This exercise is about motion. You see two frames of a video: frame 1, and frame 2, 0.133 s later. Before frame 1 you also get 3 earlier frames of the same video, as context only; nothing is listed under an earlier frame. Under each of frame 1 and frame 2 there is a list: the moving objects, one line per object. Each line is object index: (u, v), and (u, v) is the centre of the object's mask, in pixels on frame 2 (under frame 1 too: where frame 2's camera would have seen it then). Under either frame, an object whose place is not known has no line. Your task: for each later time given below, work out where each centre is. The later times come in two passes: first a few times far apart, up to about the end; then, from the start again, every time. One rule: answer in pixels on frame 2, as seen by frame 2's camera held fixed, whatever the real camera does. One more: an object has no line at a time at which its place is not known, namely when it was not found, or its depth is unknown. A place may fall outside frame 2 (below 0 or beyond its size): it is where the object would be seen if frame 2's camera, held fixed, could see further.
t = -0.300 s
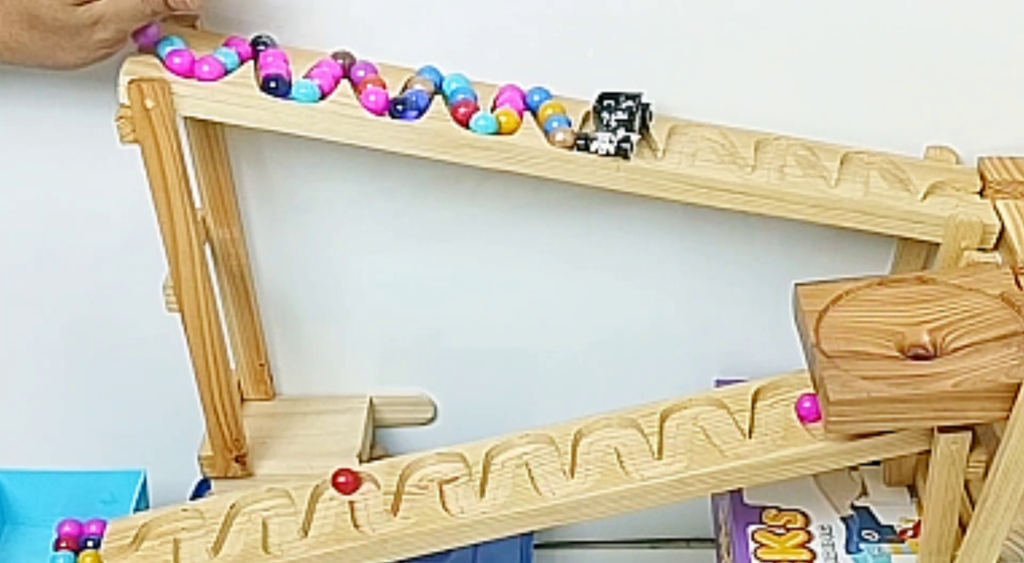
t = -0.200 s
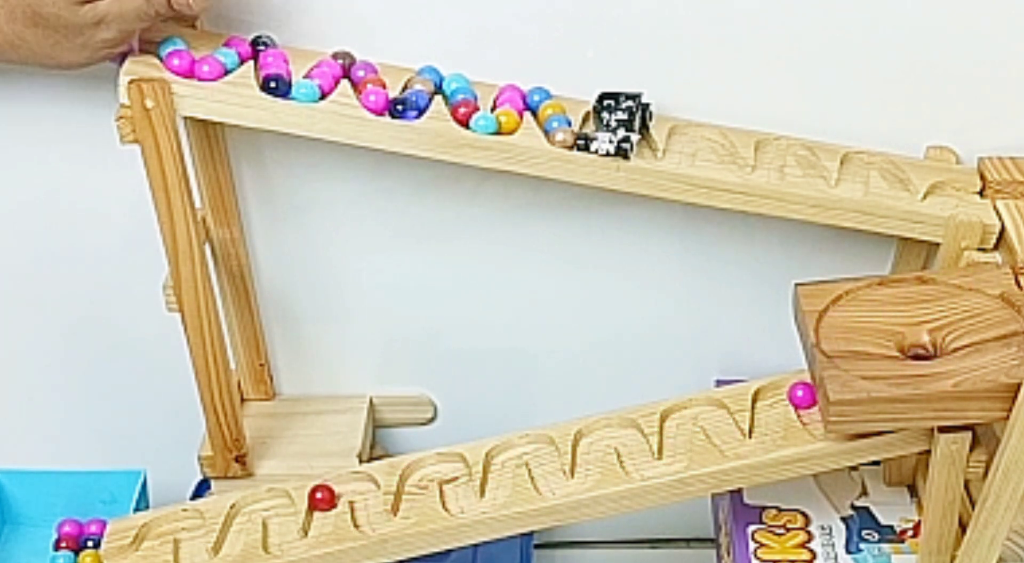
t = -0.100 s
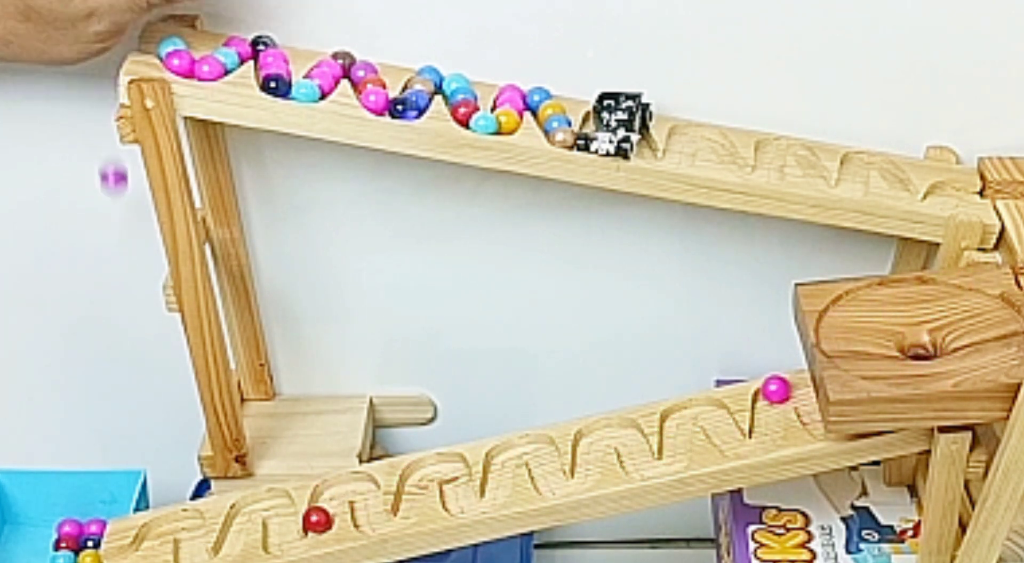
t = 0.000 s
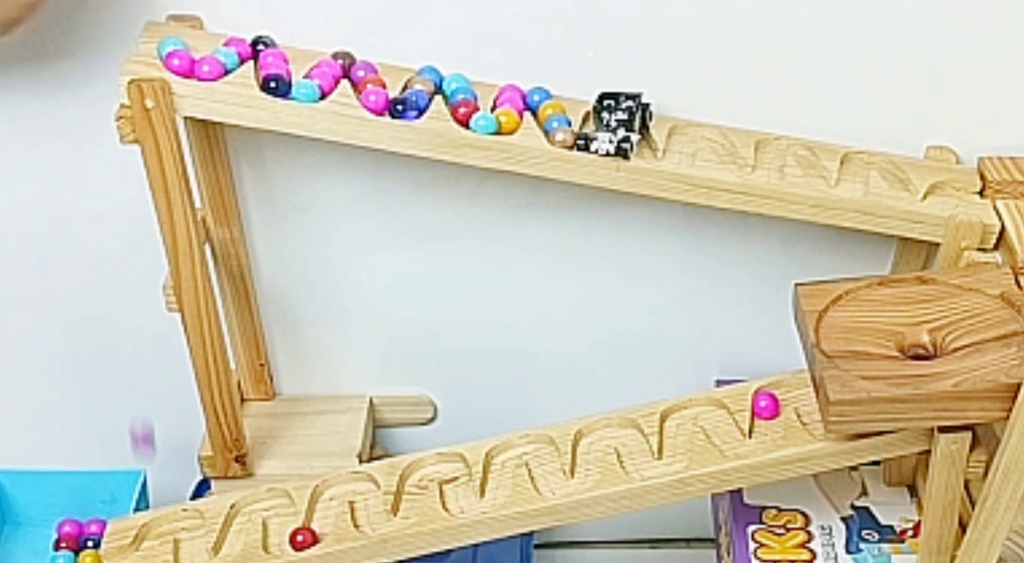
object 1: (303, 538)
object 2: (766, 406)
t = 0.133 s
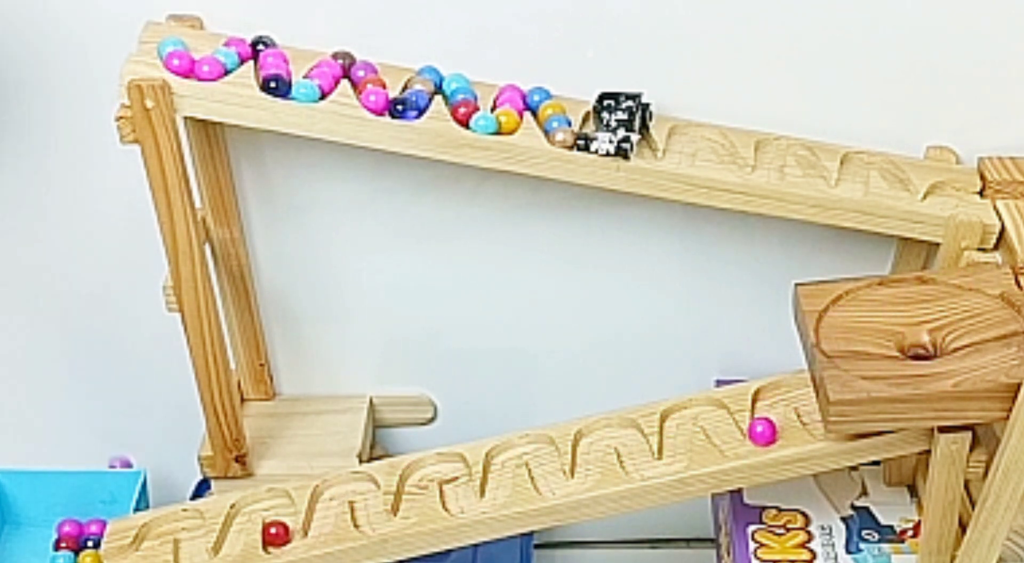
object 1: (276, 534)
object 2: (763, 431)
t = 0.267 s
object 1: (274, 506)
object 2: (733, 444)
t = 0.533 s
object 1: (232, 531)
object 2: (692, 407)
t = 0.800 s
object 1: (188, 553)
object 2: (674, 443)
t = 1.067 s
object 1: (165, 523)
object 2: (632, 455)
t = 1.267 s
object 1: (120, 555)
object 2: (602, 426)
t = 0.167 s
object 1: (276, 527)
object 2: (759, 438)
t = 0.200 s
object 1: (276, 520)
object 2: (750, 445)
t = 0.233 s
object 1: (276, 512)
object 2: (740, 446)
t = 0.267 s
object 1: (274, 506)
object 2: (733, 444)
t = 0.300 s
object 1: (271, 500)
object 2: (729, 440)
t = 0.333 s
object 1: (264, 500)
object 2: (724, 435)
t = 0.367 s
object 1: (254, 503)
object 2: (720, 431)
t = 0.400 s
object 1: (243, 507)
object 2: (717, 425)
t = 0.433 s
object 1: (243, 512)
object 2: (713, 419)
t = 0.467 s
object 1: (239, 518)
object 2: (709, 414)
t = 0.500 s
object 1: (235, 524)
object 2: (702, 409)
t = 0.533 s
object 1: (232, 531)
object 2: (692, 407)
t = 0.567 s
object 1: (229, 536)
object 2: (683, 412)
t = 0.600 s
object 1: (226, 542)
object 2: (675, 416)
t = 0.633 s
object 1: (222, 549)
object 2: (676, 420)
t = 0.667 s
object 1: (215, 553)
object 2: (674, 424)
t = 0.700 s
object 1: (205, 556)
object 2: (674, 429)
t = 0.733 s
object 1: (196, 556)
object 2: (674, 433)
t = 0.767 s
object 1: (190, 555)
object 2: (674, 438)
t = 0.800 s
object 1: (188, 553)
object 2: (674, 443)
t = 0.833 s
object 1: (187, 549)
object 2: (674, 448)
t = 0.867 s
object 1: (187, 544)
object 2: (672, 453)
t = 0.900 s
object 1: (188, 538)
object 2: (667, 459)
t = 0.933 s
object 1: (187, 532)
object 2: (659, 465)
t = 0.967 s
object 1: (186, 526)
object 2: (648, 466)
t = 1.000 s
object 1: (182, 521)
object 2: (639, 465)
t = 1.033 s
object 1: (175, 520)
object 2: (635, 461)
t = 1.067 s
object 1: (165, 523)
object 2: (632, 455)
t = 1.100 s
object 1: (153, 528)
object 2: (630, 449)
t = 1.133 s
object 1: (148, 533)
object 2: (628, 443)
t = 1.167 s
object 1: (146, 538)
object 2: (624, 437)
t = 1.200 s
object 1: (139, 544)
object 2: (620, 432)
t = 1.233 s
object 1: (131, 550)
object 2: (612, 429)
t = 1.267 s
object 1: (120, 555)
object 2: (602, 426)
